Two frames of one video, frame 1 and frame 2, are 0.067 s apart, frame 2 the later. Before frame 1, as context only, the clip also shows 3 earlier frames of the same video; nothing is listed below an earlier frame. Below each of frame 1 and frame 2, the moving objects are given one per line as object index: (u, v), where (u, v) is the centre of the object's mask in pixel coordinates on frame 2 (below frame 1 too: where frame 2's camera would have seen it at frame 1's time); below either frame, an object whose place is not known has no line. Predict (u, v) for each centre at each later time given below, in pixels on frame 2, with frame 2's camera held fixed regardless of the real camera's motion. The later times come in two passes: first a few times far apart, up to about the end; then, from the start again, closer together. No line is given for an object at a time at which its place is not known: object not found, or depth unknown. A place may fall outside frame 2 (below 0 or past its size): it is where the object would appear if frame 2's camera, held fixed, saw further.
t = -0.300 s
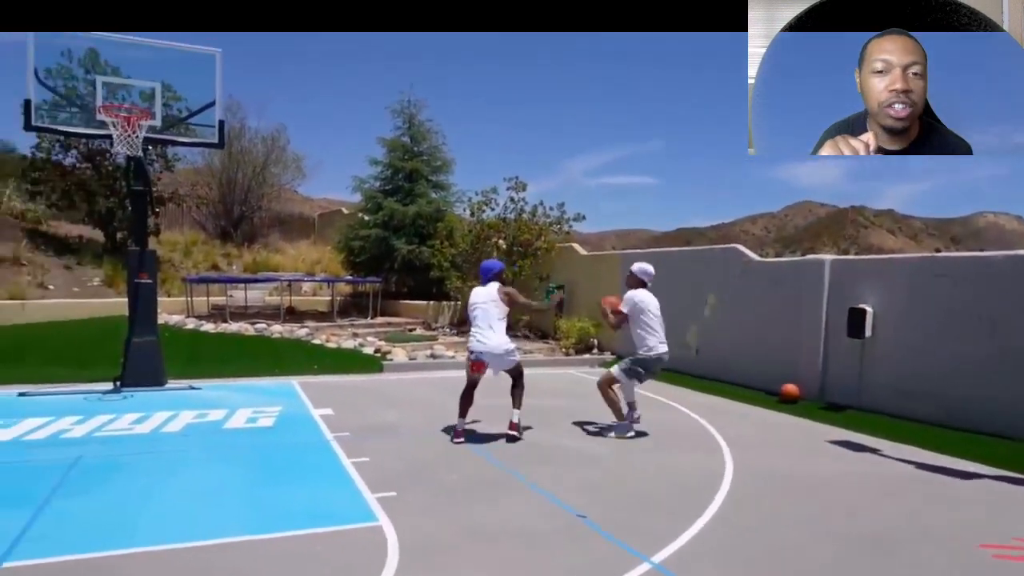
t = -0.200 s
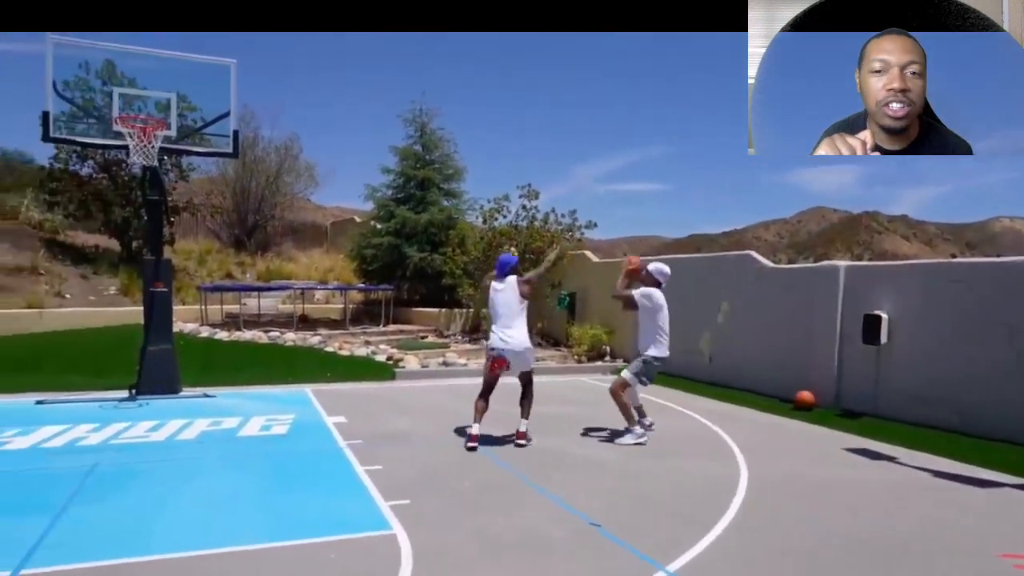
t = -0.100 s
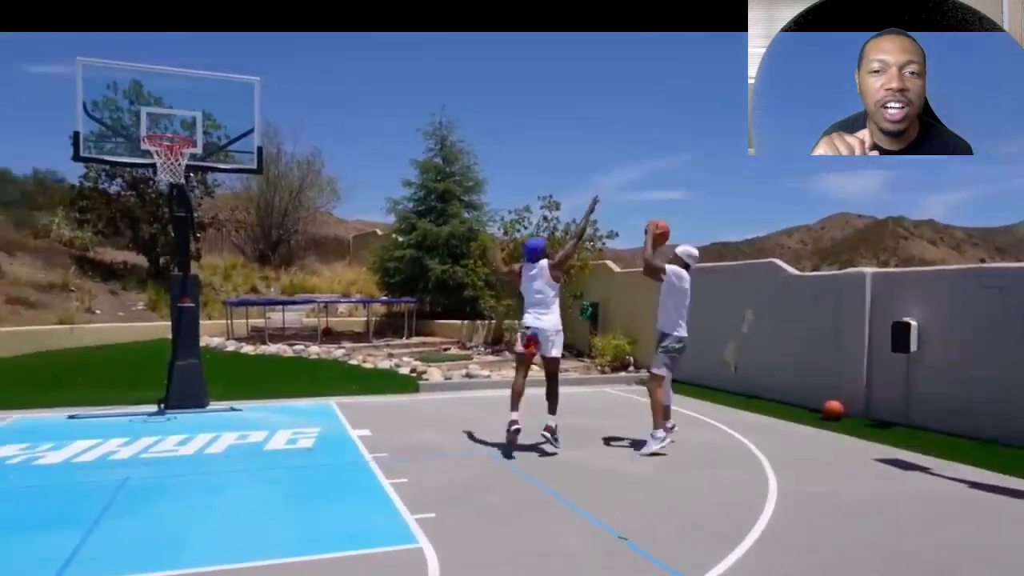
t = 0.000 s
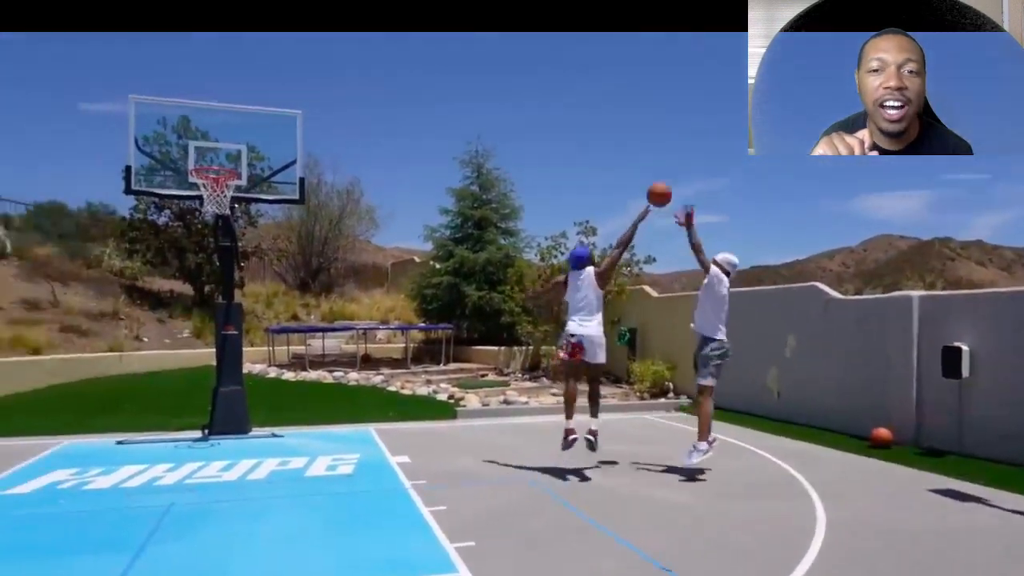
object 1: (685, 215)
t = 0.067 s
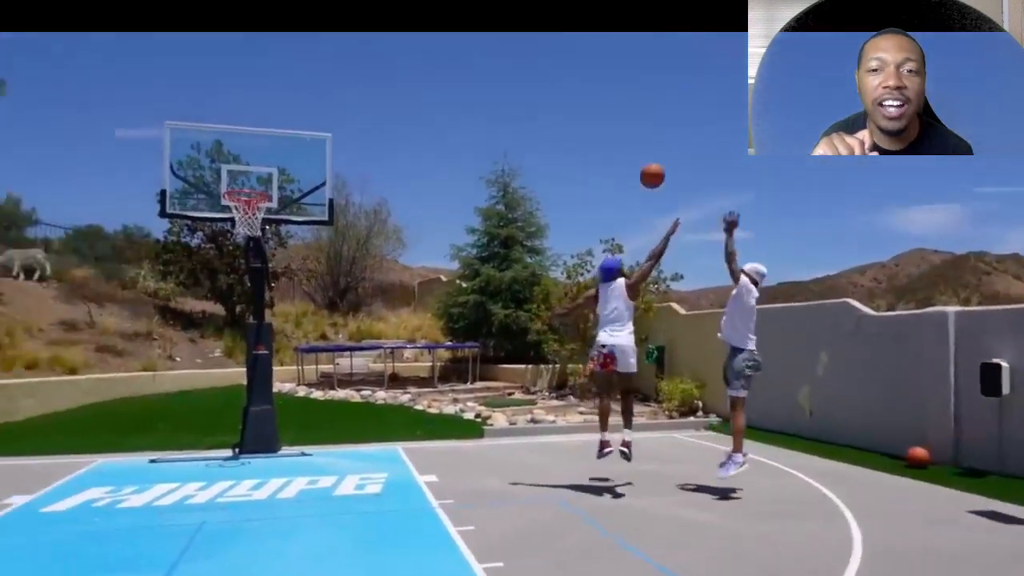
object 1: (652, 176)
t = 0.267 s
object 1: (558, 96)
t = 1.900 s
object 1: (94, 137)
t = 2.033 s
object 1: (64, 190)
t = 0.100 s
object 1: (636, 159)
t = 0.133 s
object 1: (620, 143)
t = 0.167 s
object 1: (604, 130)
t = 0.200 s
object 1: (589, 117)
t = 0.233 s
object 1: (573, 106)
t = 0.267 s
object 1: (558, 96)
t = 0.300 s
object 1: (543, 88)
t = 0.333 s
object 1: (528, 81)
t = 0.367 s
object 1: (513, 74)
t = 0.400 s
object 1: (497, 70)
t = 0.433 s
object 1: (482, 66)
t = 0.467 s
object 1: (467, 64)
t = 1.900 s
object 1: (94, 137)
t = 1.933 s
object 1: (87, 148)
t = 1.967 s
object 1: (79, 160)
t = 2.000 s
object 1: (72, 174)
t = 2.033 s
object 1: (64, 190)
